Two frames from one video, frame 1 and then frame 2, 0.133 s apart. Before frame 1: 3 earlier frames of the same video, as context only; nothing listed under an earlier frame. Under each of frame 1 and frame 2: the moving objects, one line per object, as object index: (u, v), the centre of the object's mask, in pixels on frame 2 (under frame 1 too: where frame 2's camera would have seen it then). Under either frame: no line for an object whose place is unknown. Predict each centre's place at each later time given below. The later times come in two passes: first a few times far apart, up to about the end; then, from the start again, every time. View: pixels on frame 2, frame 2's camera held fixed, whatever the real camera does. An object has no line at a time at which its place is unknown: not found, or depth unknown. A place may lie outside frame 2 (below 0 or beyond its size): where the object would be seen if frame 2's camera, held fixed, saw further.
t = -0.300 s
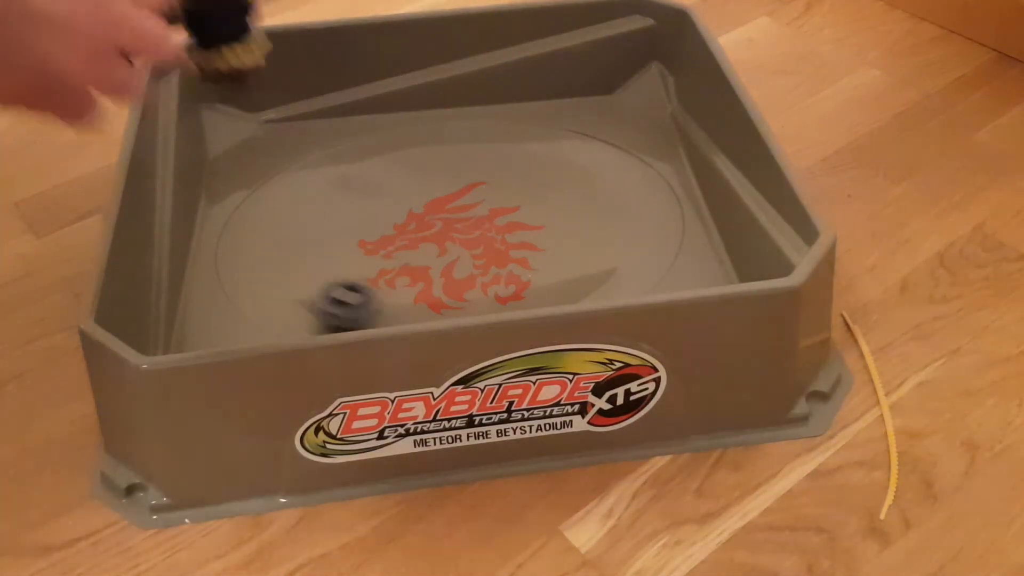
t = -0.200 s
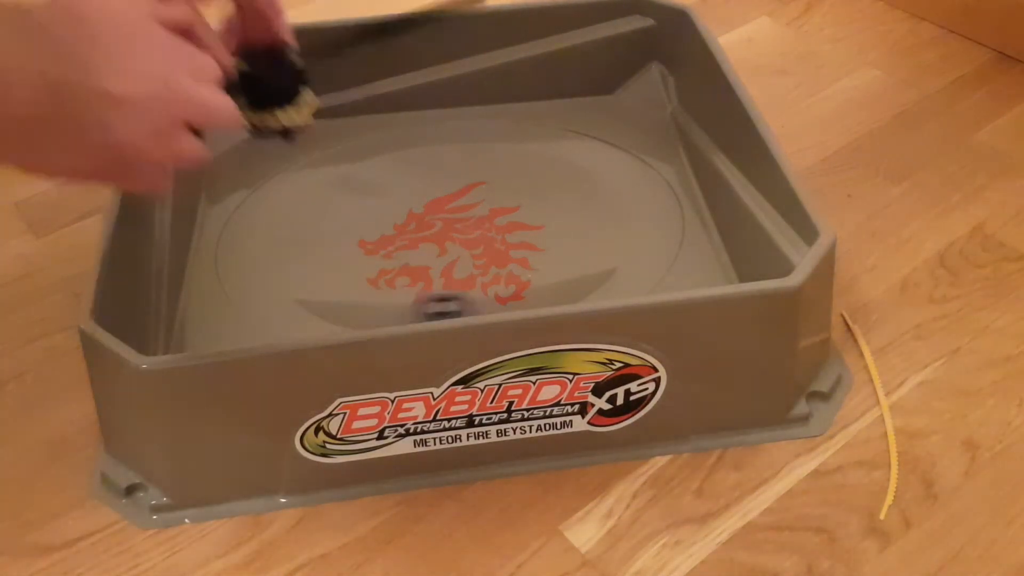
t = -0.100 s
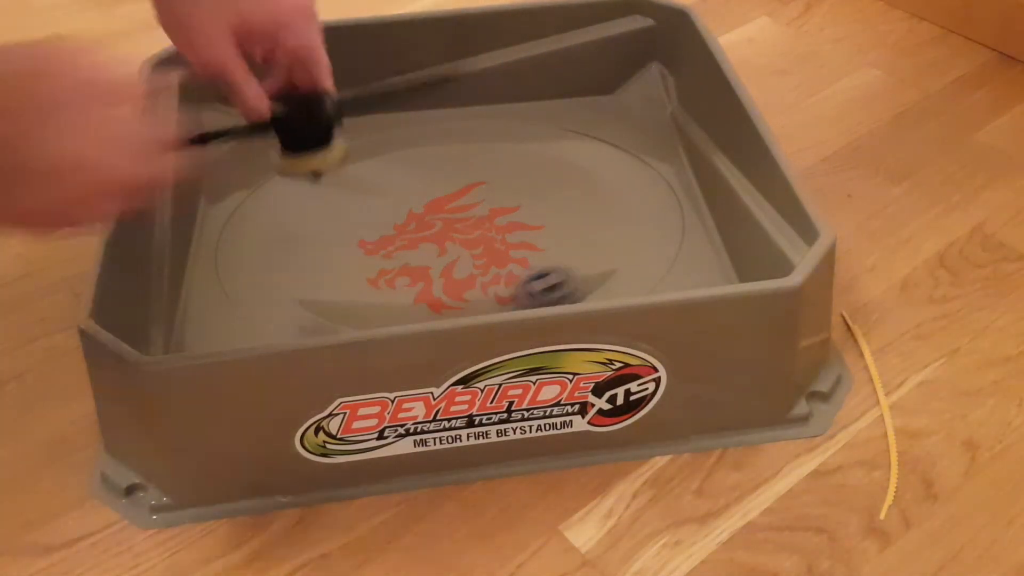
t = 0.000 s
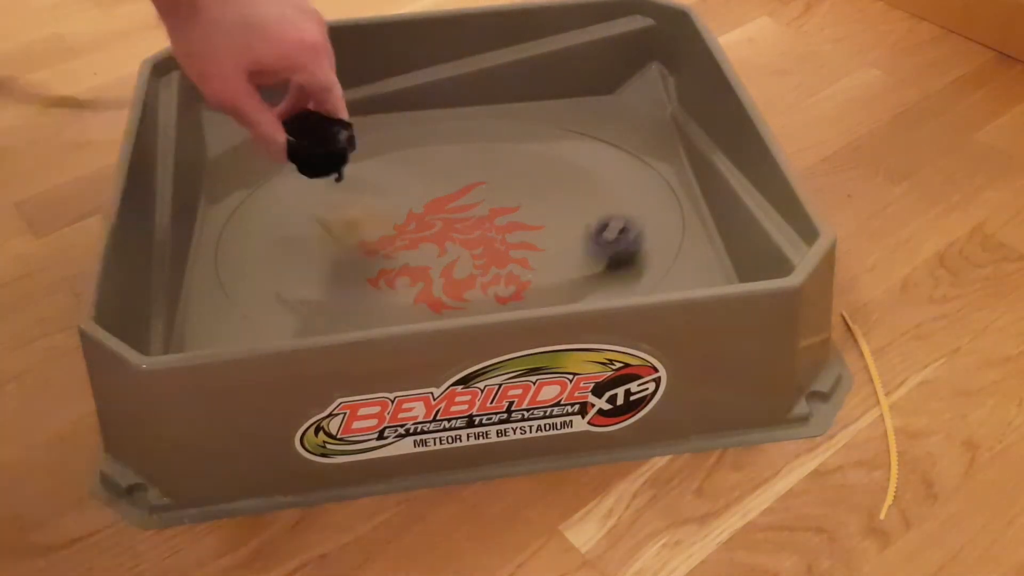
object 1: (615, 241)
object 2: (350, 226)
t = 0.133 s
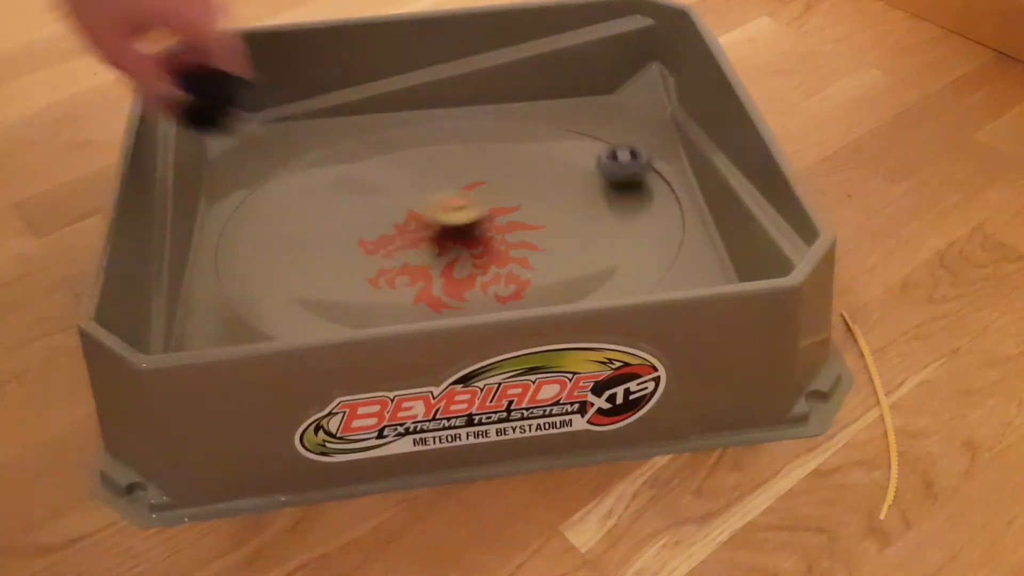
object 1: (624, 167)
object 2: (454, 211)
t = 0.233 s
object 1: (603, 137)
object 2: (509, 196)
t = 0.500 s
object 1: (477, 136)
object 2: (482, 183)
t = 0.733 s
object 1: (330, 199)
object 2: (311, 254)
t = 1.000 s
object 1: (391, 296)
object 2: (344, 320)
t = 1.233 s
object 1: (565, 231)
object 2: (466, 303)
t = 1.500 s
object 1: (486, 147)
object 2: (549, 168)
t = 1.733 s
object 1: (323, 220)
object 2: (392, 124)
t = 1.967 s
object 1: (410, 303)
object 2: (220, 213)
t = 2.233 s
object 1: (604, 224)
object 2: (360, 321)
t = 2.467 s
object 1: (522, 145)
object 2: (576, 285)
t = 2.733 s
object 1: (331, 230)
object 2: (627, 165)
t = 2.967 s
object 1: (414, 305)
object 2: (502, 109)
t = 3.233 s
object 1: (601, 232)
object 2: (302, 156)
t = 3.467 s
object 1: (516, 157)
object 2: (220, 266)
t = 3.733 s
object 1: (325, 231)
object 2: (440, 314)
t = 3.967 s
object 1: (393, 306)
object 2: (640, 265)
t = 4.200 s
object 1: (570, 255)
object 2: (646, 152)
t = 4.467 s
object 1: (491, 159)
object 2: (451, 111)
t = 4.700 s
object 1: (332, 215)
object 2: (286, 153)
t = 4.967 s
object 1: (403, 301)
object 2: (221, 264)
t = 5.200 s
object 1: (564, 242)
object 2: (343, 320)
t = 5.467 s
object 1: (483, 157)
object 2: (568, 286)
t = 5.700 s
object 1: (334, 214)
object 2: (647, 192)
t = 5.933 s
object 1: (399, 299)
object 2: (565, 117)
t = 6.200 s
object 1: (577, 237)
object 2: (401, 120)
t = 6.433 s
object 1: (523, 162)
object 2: (287, 202)
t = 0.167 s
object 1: (618, 155)
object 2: (474, 207)
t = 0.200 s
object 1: (612, 145)
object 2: (493, 202)
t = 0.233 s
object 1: (603, 137)
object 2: (509, 196)
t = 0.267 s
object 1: (592, 129)
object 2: (520, 192)
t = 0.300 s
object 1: (579, 124)
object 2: (529, 188)
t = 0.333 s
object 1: (564, 119)
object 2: (532, 185)
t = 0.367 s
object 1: (547, 120)
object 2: (531, 183)
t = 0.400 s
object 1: (531, 122)
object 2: (525, 182)
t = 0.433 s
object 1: (514, 129)
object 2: (515, 181)
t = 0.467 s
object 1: (496, 131)
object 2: (501, 182)
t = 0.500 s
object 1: (477, 136)
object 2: (482, 183)
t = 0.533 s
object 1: (458, 140)
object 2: (461, 185)
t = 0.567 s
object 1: (438, 148)
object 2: (437, 187)
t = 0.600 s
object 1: (415, 154)
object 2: (413, 196)
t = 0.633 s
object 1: (392, 161)
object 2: (386, 208)
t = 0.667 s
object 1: (369, 171)
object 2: (359, 222)
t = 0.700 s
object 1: (348, 184)
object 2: (331, 238)
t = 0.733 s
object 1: (330, 199)
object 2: (311, 254)
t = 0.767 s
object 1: (315, 214)
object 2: (300, 268)
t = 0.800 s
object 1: (306, 230)
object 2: (294, 281)
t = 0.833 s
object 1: (302, 247)
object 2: (294, 297)
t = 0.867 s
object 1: (306, 262)
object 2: (295, 309)
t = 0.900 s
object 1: (317, 278)
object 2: (297, 317)
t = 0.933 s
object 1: (337, 286)
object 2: (307, 319)
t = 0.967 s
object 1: (362, 293)
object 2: (326, 322)
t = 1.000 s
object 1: (391, 296)
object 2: (344, 320)
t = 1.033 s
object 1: (417, 297)
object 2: (361, 320)
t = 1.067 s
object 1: (449, 295)
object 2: (377, 319)
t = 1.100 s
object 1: (481, 288)
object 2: (395, 317)
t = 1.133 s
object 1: (510, 276)
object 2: (412, 315)
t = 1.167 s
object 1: (533, 264)
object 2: (431, 312)
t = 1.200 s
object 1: (553, 247)
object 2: (450, 307)
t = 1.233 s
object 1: (565, 231)
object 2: (466, 303)
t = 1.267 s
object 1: (571, 215)
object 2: (485, 298)
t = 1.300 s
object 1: (573, 197)
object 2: (507, 289)
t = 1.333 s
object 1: (568, 183)
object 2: (524, 280)
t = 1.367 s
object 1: (559, 171)
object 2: (543, 260)
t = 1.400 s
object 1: (546, 161)
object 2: (555, 238)
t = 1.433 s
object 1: (529, 154)
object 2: (559, 211)
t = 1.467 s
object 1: (508, 148)
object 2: (557, 190)
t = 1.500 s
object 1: (486, 147)
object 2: (549, 168)
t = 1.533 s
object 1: (460, 148)
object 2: (537, 152)
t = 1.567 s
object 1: (432, 154)
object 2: (519, 136)
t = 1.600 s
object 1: (407, 161)
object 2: (496, 125)
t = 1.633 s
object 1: (381, 172)
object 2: (471, 117)
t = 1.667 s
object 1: (358, 187)
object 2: (447, 111)
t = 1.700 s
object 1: (339, 200)
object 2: (420, 115)
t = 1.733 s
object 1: (323, 220)
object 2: (392, 124)
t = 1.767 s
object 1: (316, 237)
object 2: (363, 133)
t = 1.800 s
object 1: (315, 254)
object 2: (335, 142)
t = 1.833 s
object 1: (322, 271)
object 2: (305, 152)
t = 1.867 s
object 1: (333, 284)
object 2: (275, 162)
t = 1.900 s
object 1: (355, 297)
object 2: (250, 173)
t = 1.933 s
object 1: (380, 303)
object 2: (235, 192)
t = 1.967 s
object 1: (410, 303)
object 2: (220, 213)
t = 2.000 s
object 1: (440, 302)
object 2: (216, 235)
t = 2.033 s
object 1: (470, 299)
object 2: (218, 259)
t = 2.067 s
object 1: (505, 292)
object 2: (230, 279)
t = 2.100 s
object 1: (533, 286)
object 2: (247, 299)
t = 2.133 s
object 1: (561, 275)
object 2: (270, 314)
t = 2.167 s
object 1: (581, 258)
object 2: (296, 317)
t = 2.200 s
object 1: (594, 241)
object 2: (326, 319)
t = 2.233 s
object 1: (604, 224)
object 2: (360, 321)
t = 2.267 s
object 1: (607, 206)
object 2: (397, 319)
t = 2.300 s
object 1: (605, 188)
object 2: (429, 317)
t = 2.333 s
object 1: (597, 173)
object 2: (463, 312)
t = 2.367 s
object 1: (585, 161)
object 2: (491, 307)
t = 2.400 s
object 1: (567, 153)
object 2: (519, 301)
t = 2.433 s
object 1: (546, 147)
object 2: (546, 294)
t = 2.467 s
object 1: (522, 145)
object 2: (576, 285)
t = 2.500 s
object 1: (497, 145)
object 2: (594, 276)
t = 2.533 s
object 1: (469, 149)
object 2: (610, 266)
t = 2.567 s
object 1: (441, 156)
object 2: (622, 250)
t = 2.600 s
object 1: (414, 166)
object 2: (632, 233)
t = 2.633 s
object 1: (387, 180)
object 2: (638, 216)
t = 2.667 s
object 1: (364, 194)
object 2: (638, 197)
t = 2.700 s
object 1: (346, 212)
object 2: (635, 181)
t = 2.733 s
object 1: (331, 230)
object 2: (627, 165)
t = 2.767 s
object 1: (324, 246)
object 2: (617, 152)
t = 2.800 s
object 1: (324, 263)
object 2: (604, 139)
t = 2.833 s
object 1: (331, 277)
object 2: (588, 127)
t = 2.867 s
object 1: (344, 291)
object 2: (571, 118)
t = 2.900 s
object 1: (363, 302)
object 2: (548, 113)
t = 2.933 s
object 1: (386, 305)
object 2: (525, 110)
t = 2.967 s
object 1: (414, 305)
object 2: (502, 109)
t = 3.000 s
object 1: (441, 303)
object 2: (478, 107)
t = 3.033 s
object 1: (472, 300)
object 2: (451, 110)
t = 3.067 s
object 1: (504, 294)
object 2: (426, 116)
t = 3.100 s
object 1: (532, 289)
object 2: (400, 122)
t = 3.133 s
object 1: (559, 280)
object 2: (376, 128)
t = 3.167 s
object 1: (577, 267)
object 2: (352, 136)
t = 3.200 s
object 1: (593, 249)
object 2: (326, 146)
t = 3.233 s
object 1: (601, 232)
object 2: (302, 156)
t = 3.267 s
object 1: (603, 216)
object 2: (280, 168)
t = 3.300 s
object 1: (600, 200)
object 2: (261, 181)
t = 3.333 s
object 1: (591, 187)
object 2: (244, 196)
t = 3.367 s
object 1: (578, 175)
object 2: (229, 211)
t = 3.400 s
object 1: (560, 167)
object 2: (218, 228)
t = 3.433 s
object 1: (539, 161)
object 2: (215, 247)
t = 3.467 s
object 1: (516, 157)
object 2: (220, 266)
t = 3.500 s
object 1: (490, 158)
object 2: (236, 288)
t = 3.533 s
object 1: (463, 161)
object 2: (252, 302)
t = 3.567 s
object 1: (435, 166)
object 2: (278, 313)
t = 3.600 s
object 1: (411, 176)
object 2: (302, 317)
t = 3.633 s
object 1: (384, 188)
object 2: (338, 320)
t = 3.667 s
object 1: (360, 199)
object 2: (375, 317)
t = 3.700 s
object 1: (340, 216)
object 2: (405, 318)
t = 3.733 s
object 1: (325, 231)
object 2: (440, 314)
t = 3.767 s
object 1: (317, 246)
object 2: (477, 309)
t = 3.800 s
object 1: (313, 262)
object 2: (511, 304)
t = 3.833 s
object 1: (319, 278)
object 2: (539, 299)
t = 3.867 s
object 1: (329, 291)
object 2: (566, 292)
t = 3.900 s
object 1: (348, 302)
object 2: (600, 283)
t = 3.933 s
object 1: (366, 306)
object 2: (620, 275)
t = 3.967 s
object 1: (393, 306)
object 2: (640, 265)
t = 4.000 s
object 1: (423, 305)
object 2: (655, 249)
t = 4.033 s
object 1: (450, 302)
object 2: (667, 234)
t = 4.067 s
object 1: (480, 298)
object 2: (676, 216)
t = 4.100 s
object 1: (509, 292)
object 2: (679, 200)
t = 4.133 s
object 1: (537, 284)
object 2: (671, 183)
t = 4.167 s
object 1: (555, 272)
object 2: (663, 166)
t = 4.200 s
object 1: (570, 255)
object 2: (646, 152)
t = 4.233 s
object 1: (577, 238)
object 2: (627, 140)
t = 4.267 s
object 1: (579, 222)
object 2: (607, 129)
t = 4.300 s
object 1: (577, 206)
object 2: (582, 121)
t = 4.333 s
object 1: (567, 192)
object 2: (555, 116)
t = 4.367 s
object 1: (554, 180)
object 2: (528, 112)
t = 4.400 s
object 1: (537, 170)
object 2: (504, 109)
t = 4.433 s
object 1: (515, 163)
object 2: (477, 110)
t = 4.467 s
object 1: (491, 159)
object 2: (451, 111)
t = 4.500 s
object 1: (467, 157)
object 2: (426, 114)
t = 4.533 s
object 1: (441, 159)
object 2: (403, 118)
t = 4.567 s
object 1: (414, 164)
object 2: (379, 124)
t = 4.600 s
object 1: (393, 174)
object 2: (356, 130)
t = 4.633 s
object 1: (370, 186)
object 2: (337, 138)
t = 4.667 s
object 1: (353, 200)
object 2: (307, 140)
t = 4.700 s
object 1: (332, 215)
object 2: (286, 153)
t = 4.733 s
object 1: (322, 230)
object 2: (270, 164)
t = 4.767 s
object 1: (311, 244)
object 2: (253, 176)
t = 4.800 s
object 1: (311, 258)
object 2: (238, 187)
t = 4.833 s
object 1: (317, 273)
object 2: (228, 201)
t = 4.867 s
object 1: (332, 285)
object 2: (223, 217)
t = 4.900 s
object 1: (351, 295)
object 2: (220, 234)
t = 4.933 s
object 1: (376, 302)
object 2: (218, 250)
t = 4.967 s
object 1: (403, 301)
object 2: (221, 264)
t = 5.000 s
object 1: (432, 300)
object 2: (231, 280)
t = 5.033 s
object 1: (459, 297)
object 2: (244, 294)
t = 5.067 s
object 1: (488, 292)
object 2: (261, 307)
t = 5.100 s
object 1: (514, 285)
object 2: (280, 313)
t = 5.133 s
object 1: (537, 273)
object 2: (304, 317)
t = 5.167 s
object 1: (554, 258)
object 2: (322, 319)
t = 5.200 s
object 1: (564, 242)
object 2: (343, 320)
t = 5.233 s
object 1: (569, 226)
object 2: (377, 318)
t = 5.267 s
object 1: (569, 210)
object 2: (398, 317)
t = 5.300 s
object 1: (565, 196)
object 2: (429, 314)
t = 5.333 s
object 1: (555, 183)
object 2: (455, 310)
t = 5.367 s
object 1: (541, 172)
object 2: (484, 306)
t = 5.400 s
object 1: (525, 165)
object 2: (513, 300)
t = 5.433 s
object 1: (506, 160)
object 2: (538, 294)
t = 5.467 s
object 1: (483, 157)
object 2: (568, 286)
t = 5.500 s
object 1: (460, 157)
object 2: (588, 279)
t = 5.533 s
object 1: (435, 161)
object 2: (605, 268)
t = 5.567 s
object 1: (411, 166)
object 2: (620, 255)
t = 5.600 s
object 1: (390, 176)
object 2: (632, 239)
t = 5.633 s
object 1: (366, 186)
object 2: (641, 223)
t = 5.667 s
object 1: (347, 199)
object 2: (646, 207)
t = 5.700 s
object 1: (334, 214)
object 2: (647, 192)
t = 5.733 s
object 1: (326, 229)
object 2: (645, 175)
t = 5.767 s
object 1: (323, 244)
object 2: (640, 161)
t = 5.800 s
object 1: (328, 260)
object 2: (633, 148)
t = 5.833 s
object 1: (341, 274)
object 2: (623, 135)
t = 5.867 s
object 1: (357, 286)
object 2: (605, 128)
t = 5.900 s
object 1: (377, 294)
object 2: (588, 121)
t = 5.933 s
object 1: (399, 299)
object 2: (565, 117)
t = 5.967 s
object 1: (426, 298)
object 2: (544, 116)
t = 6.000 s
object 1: (452, 297)
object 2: (522, 112)
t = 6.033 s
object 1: (481, 292)
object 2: (503, 111)
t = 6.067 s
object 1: (507, 288)
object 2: (481, 107)
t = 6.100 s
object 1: (530, 279)
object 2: (462, 107)
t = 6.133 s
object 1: (552, 267)
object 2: (441, 110)
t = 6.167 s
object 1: (567, 253)
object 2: (422, 116)
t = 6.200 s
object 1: (577, 237)
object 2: (401, 120)
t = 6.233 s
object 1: (582, 222)
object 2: (382, 128)
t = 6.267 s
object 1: (583, 208)
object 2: (361, 137)
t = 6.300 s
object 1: (579, 195)
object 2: (345, 145)
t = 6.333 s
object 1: (571, 183)
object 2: (327, 156)
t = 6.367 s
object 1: (558, 173)
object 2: (313, 167)
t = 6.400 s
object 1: (543, 167)
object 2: (298, 184)
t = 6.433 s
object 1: (523, 162)
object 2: (287, 202)
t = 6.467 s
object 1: (501, 160)
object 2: (279, 224)
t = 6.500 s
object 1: (479, 160)
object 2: (279, 244)
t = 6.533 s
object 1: (455, 164)
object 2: (284, 262)
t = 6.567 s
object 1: (432, 170)
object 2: (298, 279)
